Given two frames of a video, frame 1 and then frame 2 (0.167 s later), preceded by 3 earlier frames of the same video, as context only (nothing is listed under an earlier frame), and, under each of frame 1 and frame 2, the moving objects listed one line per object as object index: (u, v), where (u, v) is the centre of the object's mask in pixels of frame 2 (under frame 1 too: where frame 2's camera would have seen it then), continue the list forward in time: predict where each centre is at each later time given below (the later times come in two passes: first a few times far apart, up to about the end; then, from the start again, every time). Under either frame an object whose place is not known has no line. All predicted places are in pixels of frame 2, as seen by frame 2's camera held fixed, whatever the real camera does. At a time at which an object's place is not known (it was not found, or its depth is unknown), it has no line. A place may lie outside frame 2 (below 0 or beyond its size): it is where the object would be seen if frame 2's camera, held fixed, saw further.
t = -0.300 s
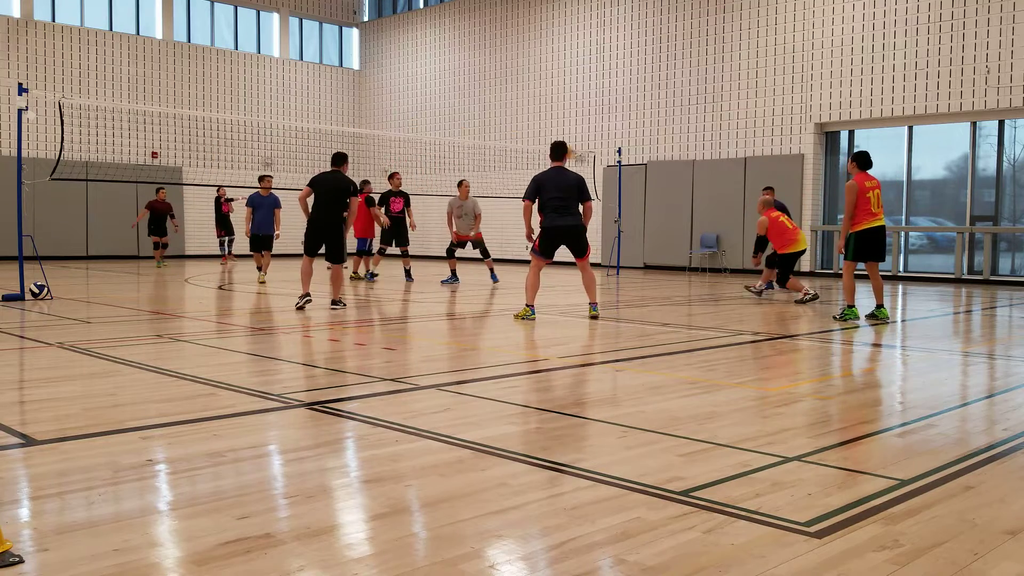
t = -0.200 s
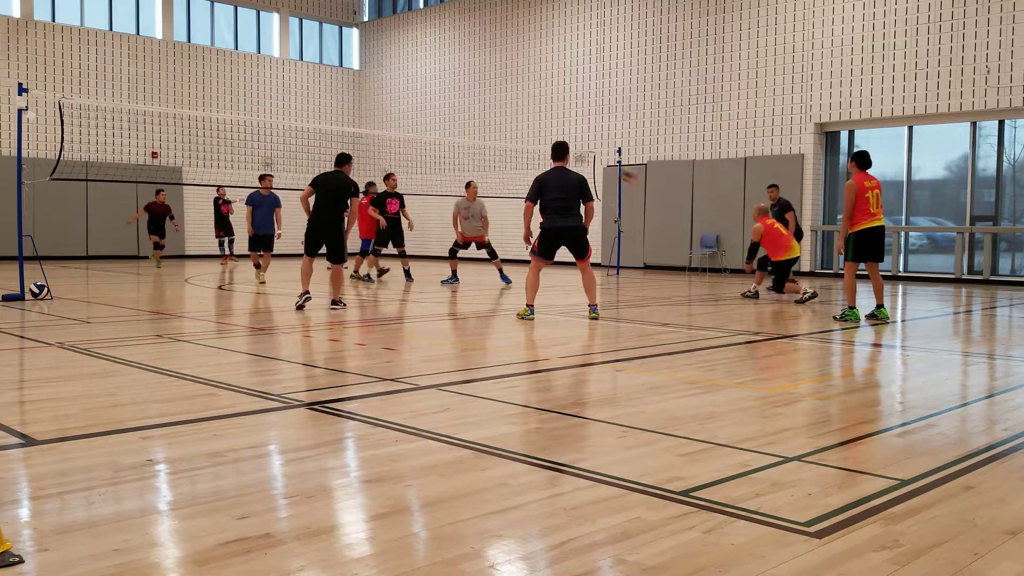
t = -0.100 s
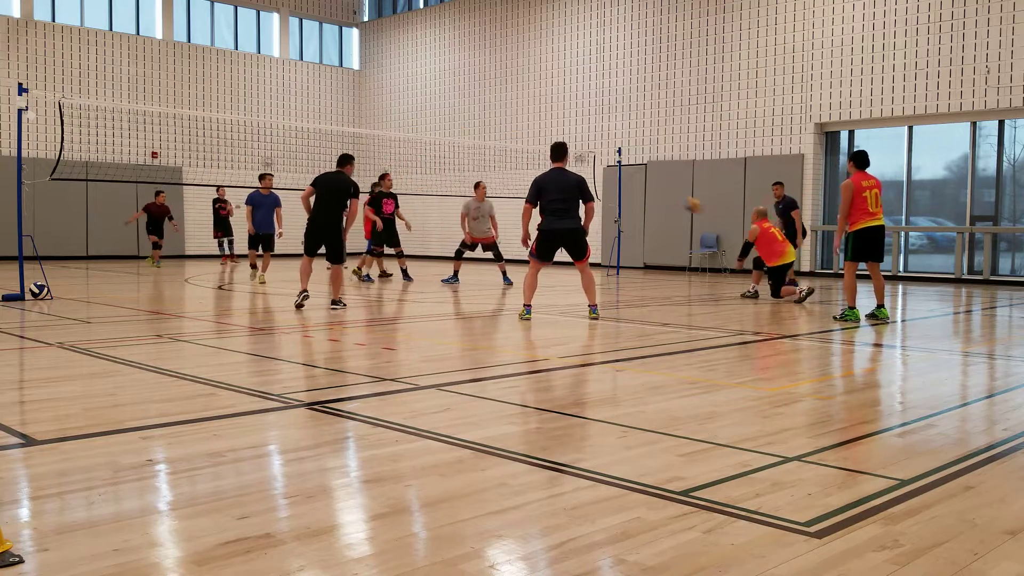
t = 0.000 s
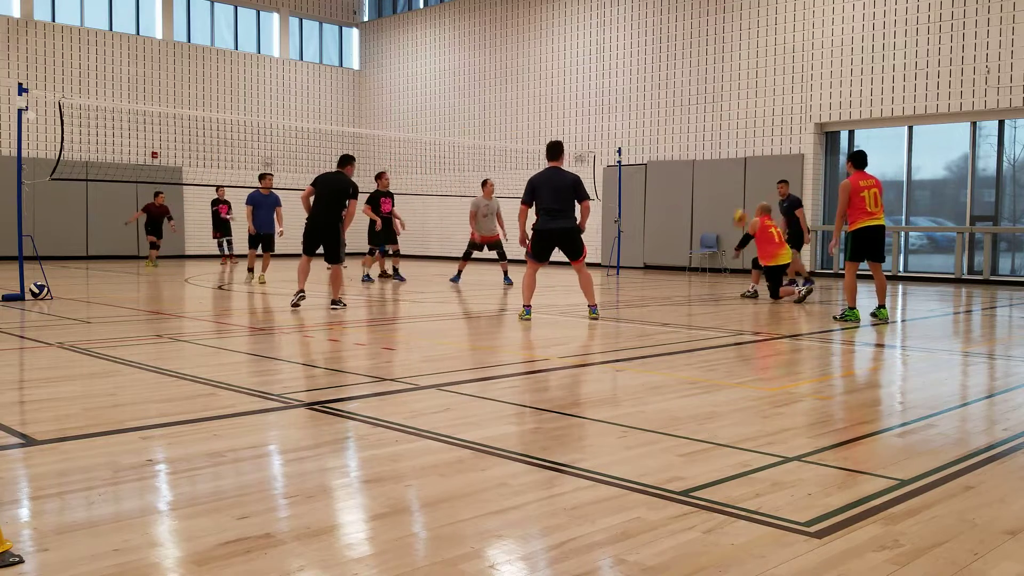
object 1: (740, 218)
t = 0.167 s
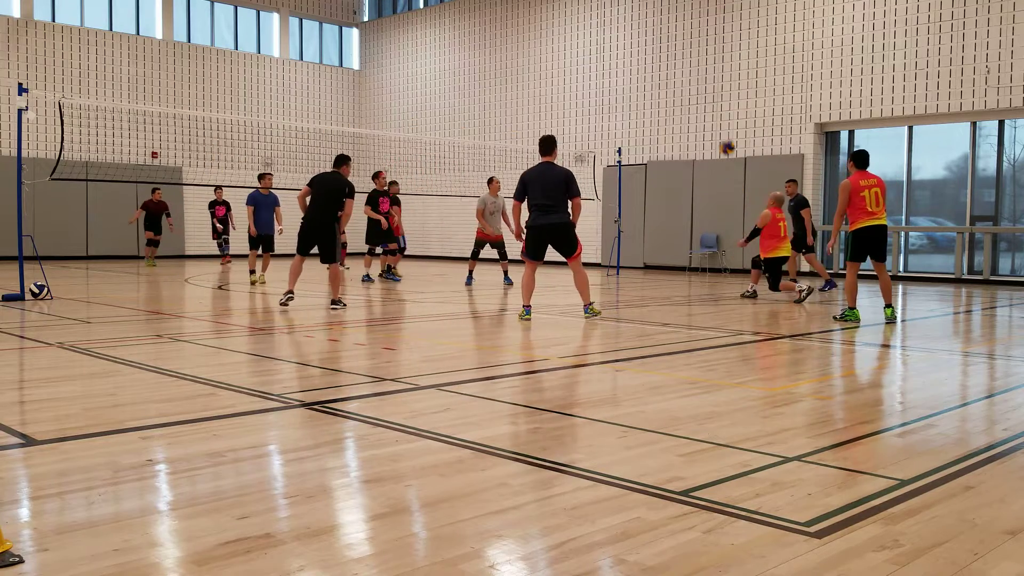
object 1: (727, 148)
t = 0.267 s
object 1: (719, 114)
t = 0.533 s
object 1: (698, 64)
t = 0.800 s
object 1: (676, 65)
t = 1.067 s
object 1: (655, 113)
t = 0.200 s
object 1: (724, 136)
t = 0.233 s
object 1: (721, 123)
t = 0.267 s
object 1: (719, 114)
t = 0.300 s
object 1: (716, 105)
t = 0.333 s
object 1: (714, 97)
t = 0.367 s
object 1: (711, 89)
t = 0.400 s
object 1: (708, 83)
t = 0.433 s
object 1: (706, 77)
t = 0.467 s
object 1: (703, 72)
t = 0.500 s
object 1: (700, 68)
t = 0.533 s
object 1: (698, 64)
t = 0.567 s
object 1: (695, 62)
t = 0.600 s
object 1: (692, 60)
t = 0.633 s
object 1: (690, 59)
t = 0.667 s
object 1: (687, 59)
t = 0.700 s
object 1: (685, 59)
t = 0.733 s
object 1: (682, 60)
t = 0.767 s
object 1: (680, 62)
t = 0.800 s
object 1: (676, 65)
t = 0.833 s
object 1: (674, 69)
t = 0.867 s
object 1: (671, 72)
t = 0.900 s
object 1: (668, 77)
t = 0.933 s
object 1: (666, 83)
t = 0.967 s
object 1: (663, 90)
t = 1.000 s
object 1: (660, 97)
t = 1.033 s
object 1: (658, 104)
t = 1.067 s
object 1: (655, 113)
